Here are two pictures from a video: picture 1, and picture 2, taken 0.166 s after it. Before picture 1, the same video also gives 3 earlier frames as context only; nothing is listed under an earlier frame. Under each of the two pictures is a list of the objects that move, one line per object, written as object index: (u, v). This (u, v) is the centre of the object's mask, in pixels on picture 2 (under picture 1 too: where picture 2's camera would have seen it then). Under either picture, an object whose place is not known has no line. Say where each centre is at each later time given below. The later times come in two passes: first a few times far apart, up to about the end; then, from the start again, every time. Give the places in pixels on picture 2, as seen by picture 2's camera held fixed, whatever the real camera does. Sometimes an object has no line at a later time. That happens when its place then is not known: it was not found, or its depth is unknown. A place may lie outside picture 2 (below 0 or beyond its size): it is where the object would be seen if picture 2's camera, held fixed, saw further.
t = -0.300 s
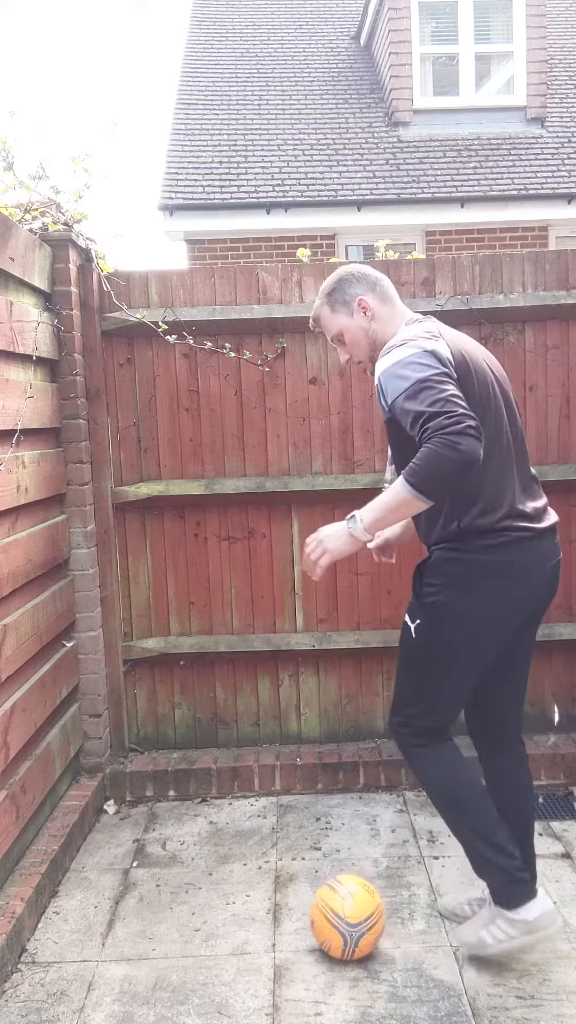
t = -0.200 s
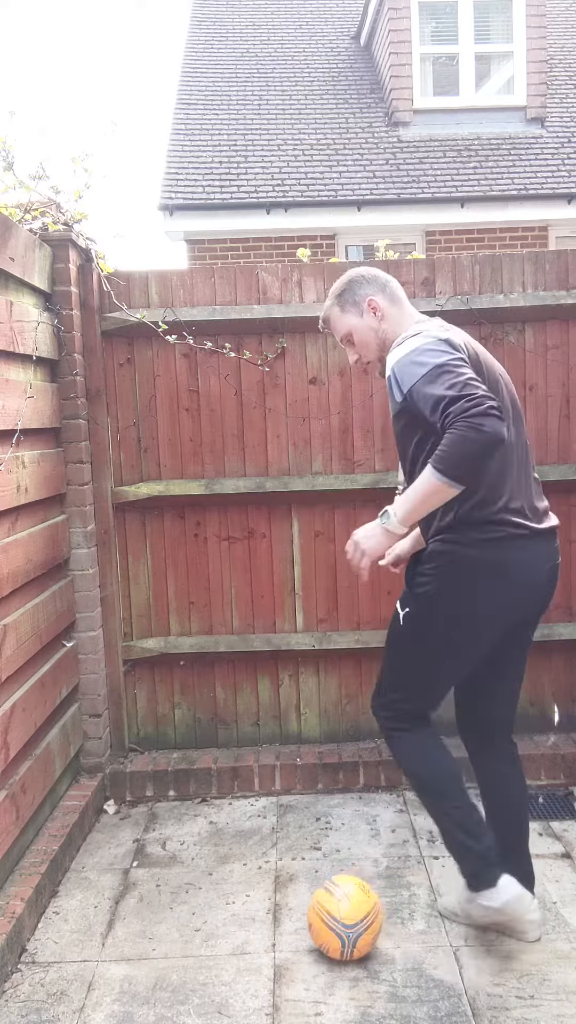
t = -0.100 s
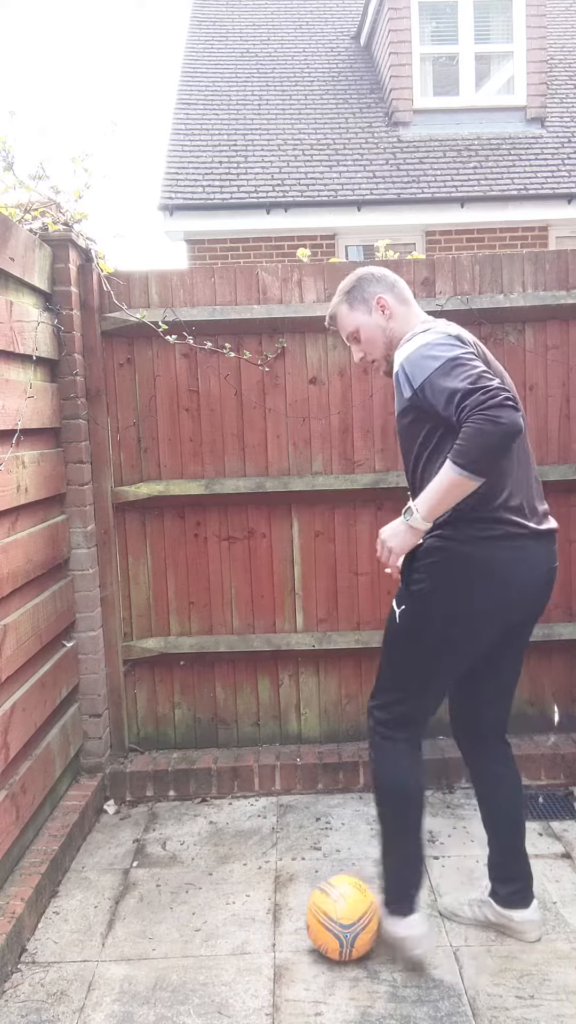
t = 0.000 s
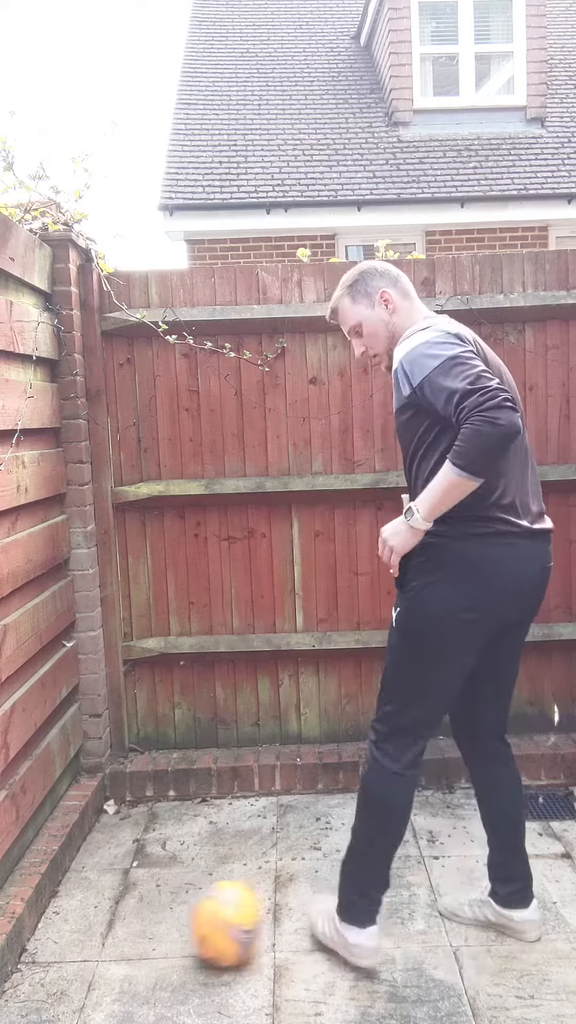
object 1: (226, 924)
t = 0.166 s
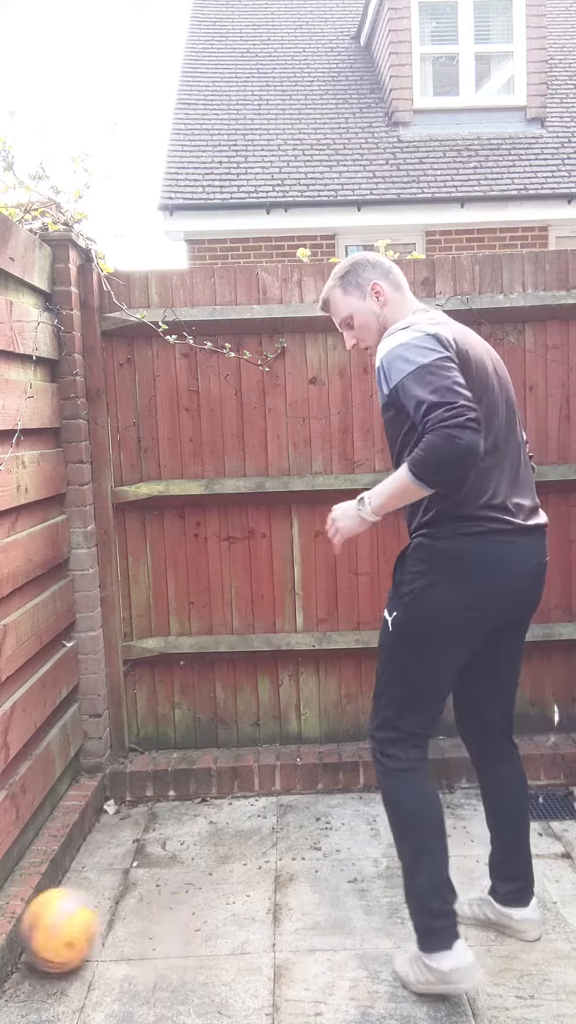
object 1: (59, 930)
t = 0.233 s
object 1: (76, 915)
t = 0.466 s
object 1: (203, 907)
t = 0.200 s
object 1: (52, 925)
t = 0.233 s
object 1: (76, 915)
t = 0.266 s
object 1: (99, 911)
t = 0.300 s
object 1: (124, 910)
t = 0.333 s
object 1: (148, 914)
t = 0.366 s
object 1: (171, 922)
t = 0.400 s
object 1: (184, 916)
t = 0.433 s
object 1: (193, 909)
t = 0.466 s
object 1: (203, 907)
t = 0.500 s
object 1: (212, 909)
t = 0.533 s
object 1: (222, 915)
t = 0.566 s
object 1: (232, 916)
